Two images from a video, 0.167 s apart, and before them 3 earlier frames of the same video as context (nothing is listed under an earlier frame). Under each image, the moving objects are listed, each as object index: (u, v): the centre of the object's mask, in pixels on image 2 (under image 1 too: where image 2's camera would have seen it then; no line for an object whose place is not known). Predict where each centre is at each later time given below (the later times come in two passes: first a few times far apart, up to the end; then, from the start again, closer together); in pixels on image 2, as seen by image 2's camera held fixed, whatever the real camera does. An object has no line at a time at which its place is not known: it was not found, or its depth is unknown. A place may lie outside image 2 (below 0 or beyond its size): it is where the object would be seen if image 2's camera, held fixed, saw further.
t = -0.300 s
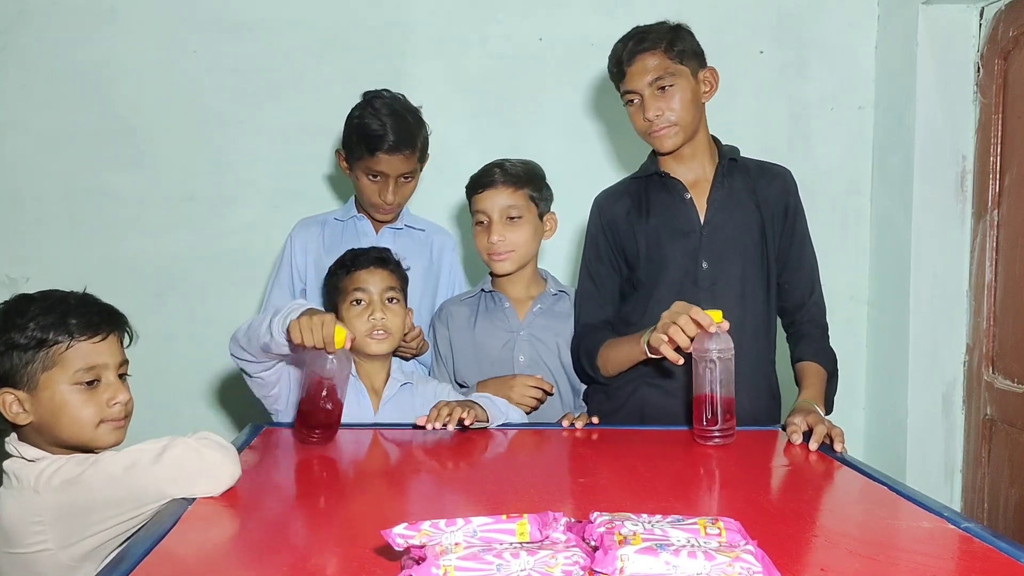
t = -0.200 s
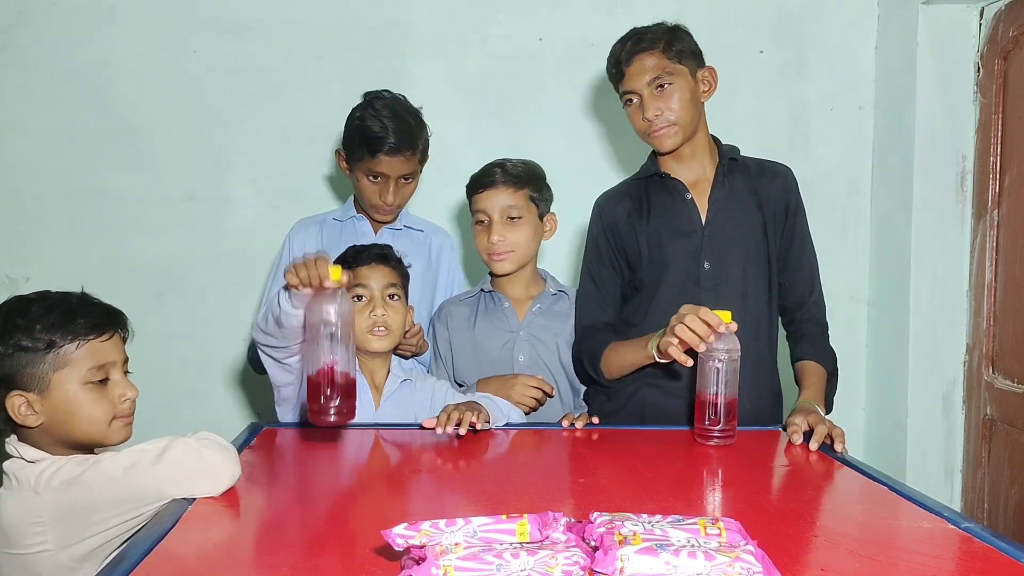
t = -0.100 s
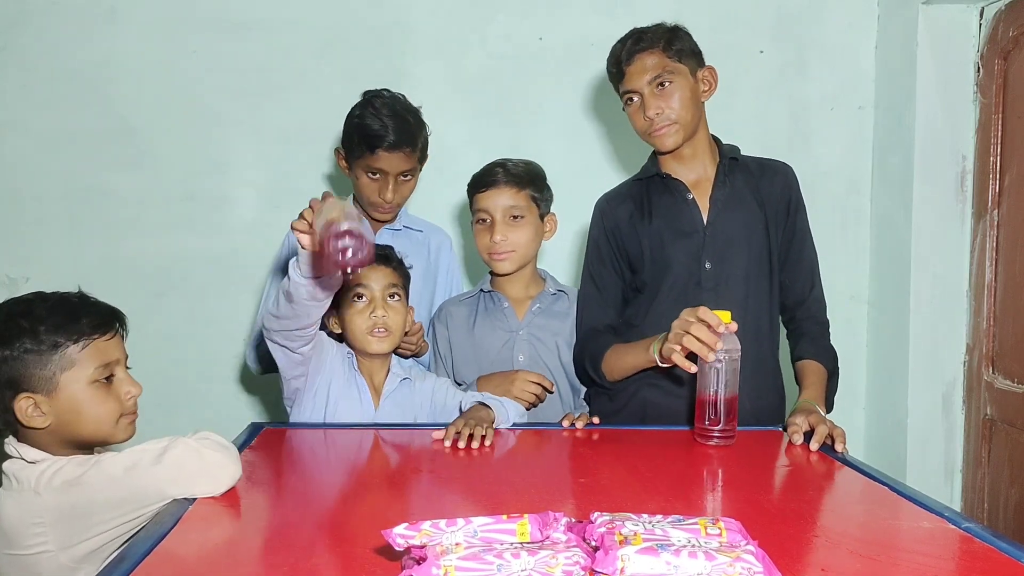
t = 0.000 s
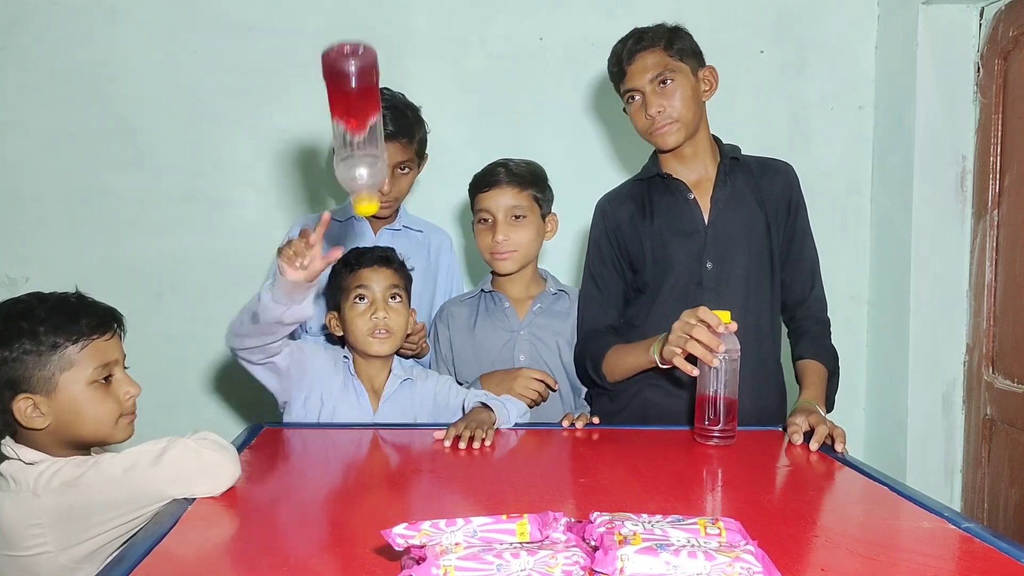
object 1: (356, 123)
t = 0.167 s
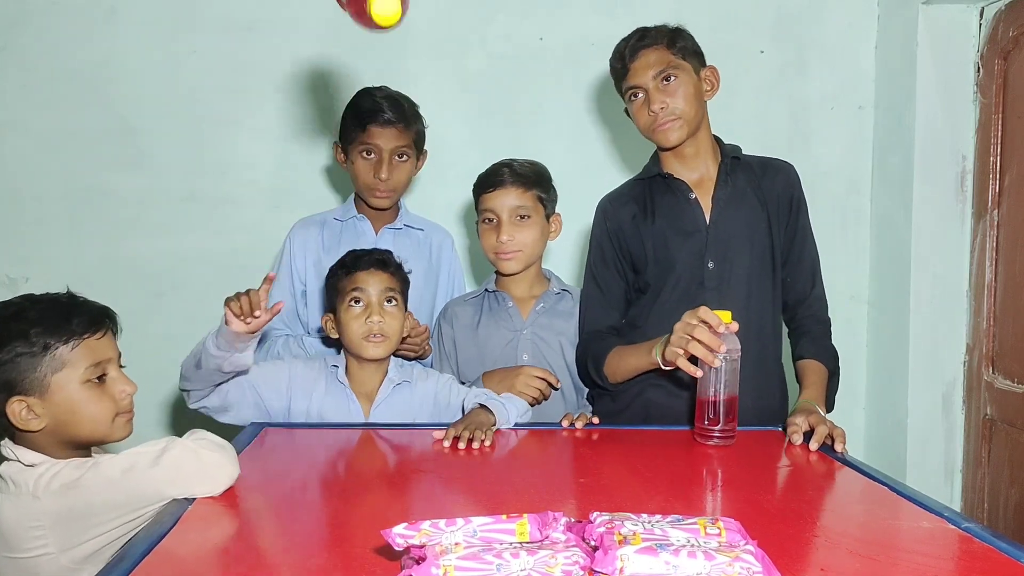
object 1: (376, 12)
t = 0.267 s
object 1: (376, 54)
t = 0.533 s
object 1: (386, 447)
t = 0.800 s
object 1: (358, 537)
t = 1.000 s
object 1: (329, 536)
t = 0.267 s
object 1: (376, 54)
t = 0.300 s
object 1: (378, 83)
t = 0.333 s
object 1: (379, 137)
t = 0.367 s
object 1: (381, 202)
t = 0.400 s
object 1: (384, 291)
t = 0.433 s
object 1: (386, 386)
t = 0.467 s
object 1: (387, 446)
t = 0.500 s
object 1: (386, 447)
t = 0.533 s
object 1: (386, 447)
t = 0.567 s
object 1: (386, 449)
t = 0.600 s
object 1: (383, 456)
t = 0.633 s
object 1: (379, 465)
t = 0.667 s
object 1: (370, 481)
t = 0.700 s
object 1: (362, 514)
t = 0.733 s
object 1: (363, 537)
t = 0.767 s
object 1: (360, 537)
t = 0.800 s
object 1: (358, 537)
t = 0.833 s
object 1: (355, 537)
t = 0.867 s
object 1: (351, 537)
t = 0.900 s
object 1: (345, 536)
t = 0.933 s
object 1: (339, 536)
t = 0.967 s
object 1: (332, 536)
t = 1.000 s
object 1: (329, 536)
